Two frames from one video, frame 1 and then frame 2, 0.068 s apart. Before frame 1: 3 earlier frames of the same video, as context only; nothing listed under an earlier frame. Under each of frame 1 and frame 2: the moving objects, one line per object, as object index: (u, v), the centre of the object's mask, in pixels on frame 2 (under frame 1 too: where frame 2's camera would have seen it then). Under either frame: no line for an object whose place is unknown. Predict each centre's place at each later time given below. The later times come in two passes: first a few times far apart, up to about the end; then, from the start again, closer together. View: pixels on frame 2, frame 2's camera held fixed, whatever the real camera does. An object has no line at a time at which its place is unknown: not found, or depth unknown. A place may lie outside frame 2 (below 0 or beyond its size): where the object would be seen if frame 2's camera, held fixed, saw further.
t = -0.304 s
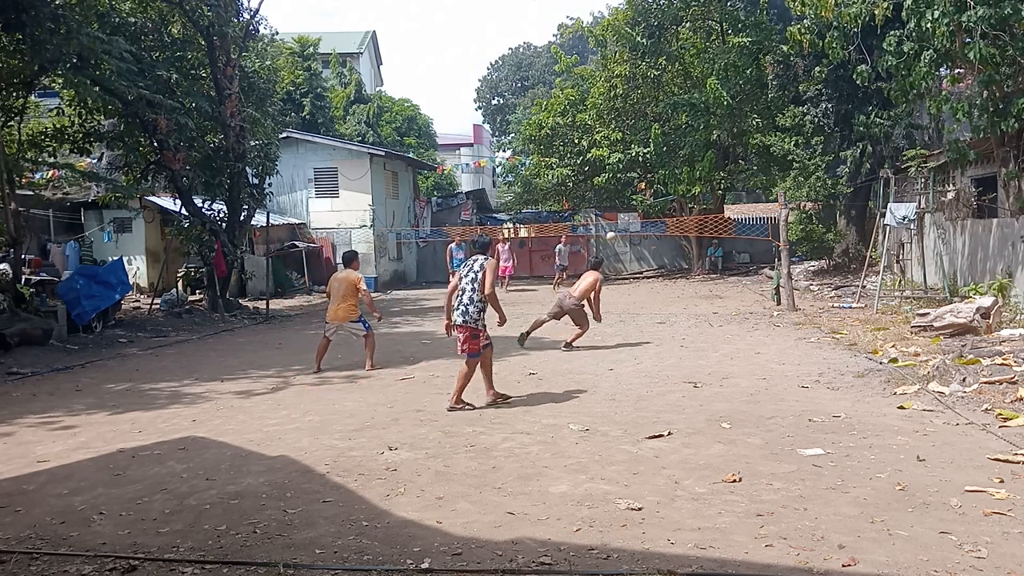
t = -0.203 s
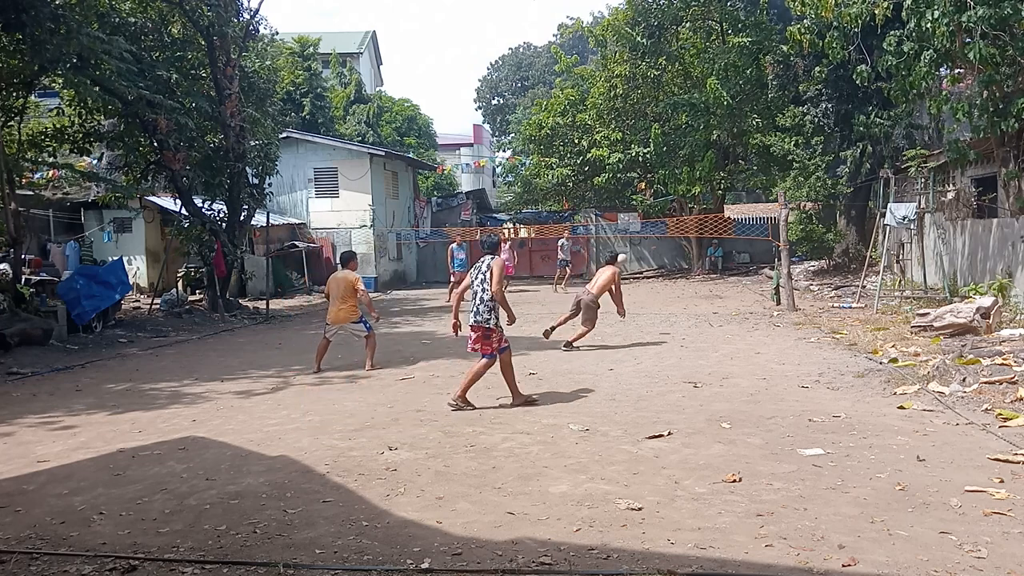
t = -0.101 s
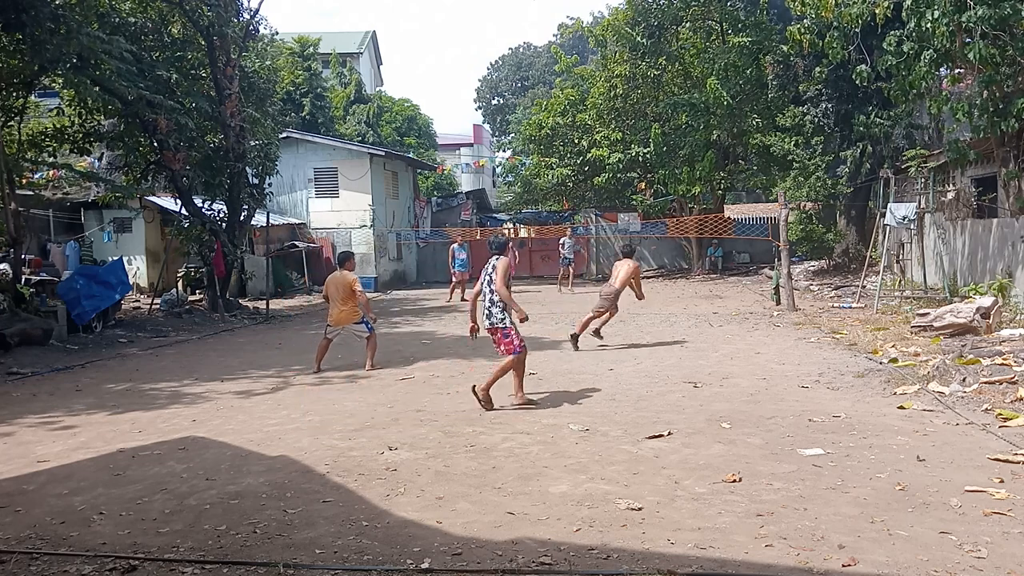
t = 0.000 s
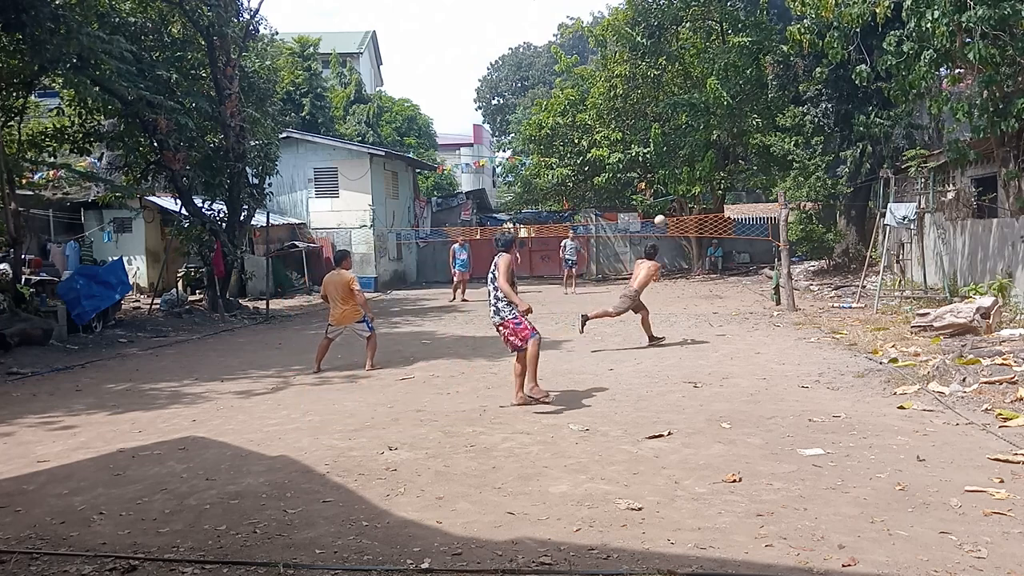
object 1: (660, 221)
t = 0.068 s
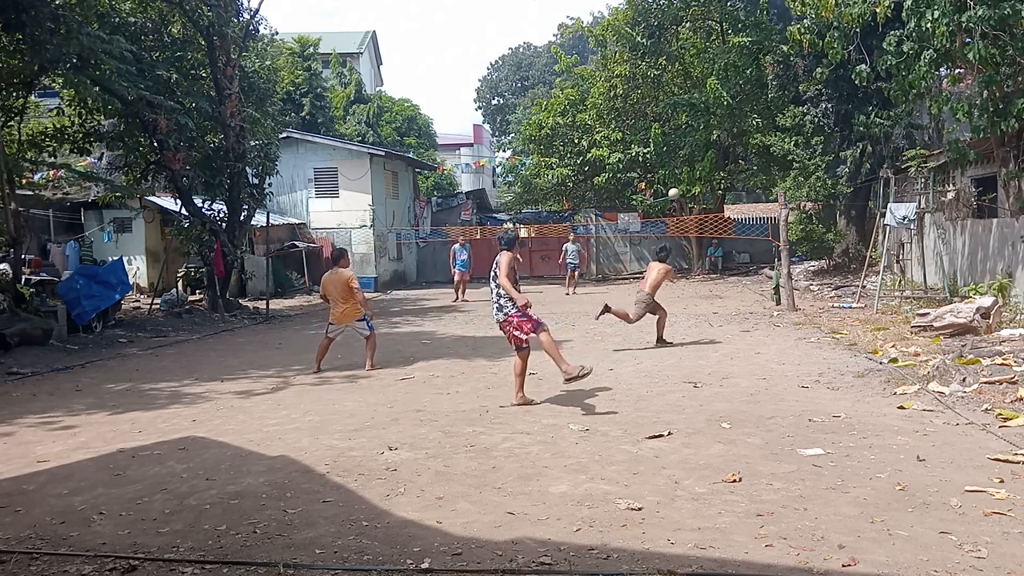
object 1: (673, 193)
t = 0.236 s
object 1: (705, 147)
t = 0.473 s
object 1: (743, 121)
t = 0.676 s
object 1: (770, 127)
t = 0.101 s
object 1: (680, 182)
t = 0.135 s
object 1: (686, 172)
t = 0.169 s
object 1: (693, 162)
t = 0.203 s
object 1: (699, 154)
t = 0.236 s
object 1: (705, 147)
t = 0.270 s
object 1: (711, 141)
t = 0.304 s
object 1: (716, 135)
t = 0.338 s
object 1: (722, 131)
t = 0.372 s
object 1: (727, 127)
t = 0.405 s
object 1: (733, 124)
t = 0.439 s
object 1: (738, 122)
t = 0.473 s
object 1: (743, 121)
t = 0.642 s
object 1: (765, 124)
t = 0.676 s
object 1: (770, 127)
